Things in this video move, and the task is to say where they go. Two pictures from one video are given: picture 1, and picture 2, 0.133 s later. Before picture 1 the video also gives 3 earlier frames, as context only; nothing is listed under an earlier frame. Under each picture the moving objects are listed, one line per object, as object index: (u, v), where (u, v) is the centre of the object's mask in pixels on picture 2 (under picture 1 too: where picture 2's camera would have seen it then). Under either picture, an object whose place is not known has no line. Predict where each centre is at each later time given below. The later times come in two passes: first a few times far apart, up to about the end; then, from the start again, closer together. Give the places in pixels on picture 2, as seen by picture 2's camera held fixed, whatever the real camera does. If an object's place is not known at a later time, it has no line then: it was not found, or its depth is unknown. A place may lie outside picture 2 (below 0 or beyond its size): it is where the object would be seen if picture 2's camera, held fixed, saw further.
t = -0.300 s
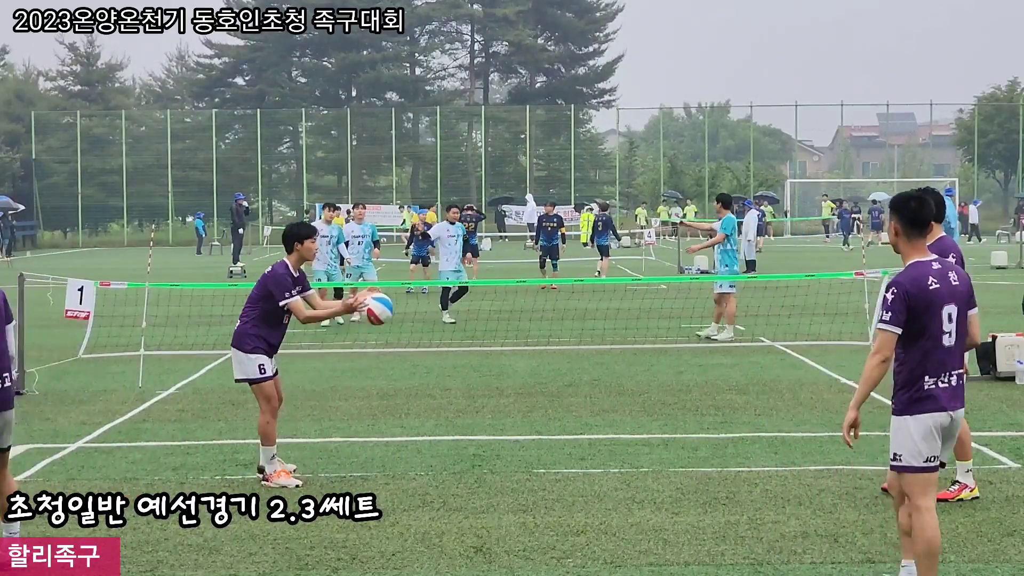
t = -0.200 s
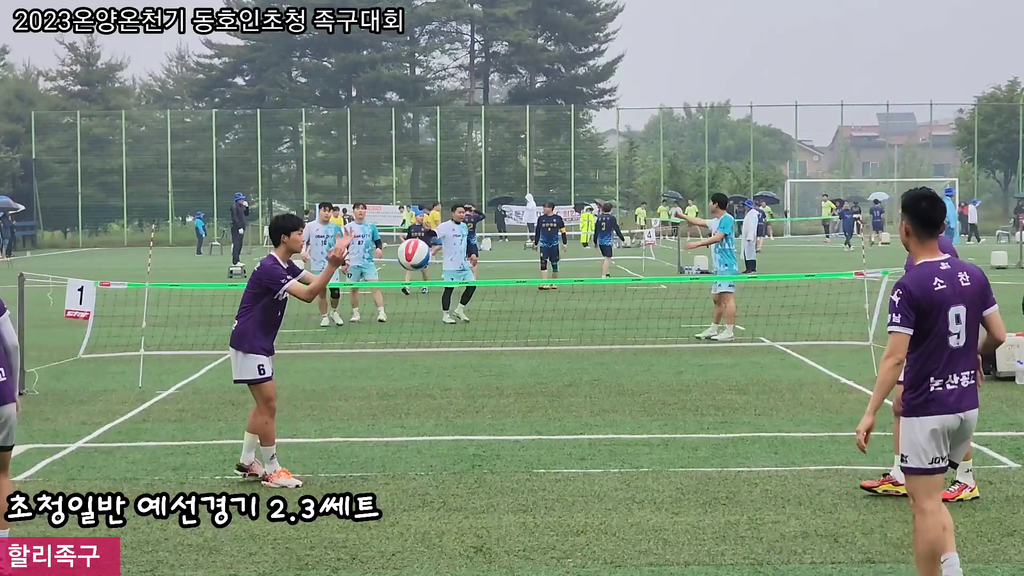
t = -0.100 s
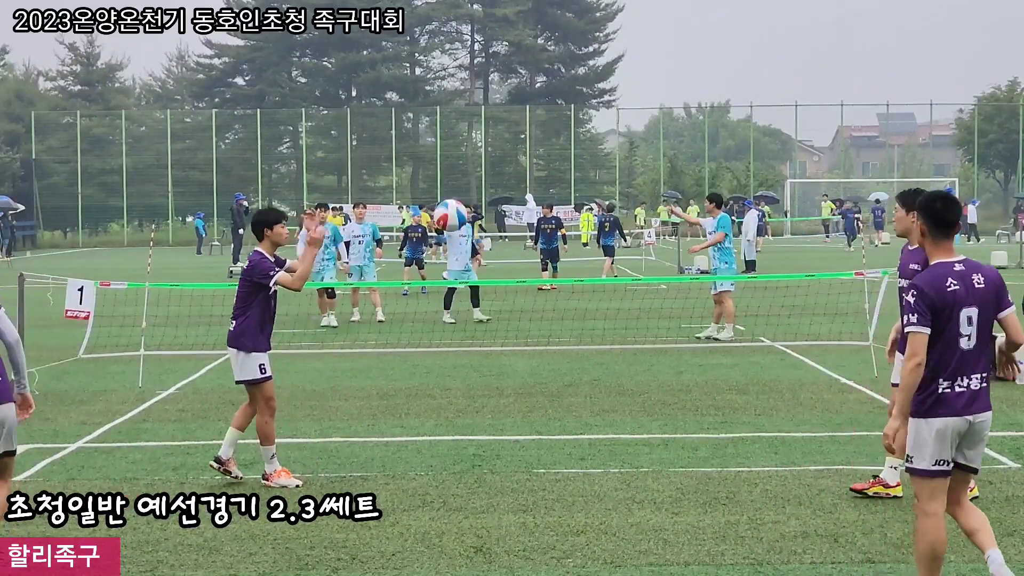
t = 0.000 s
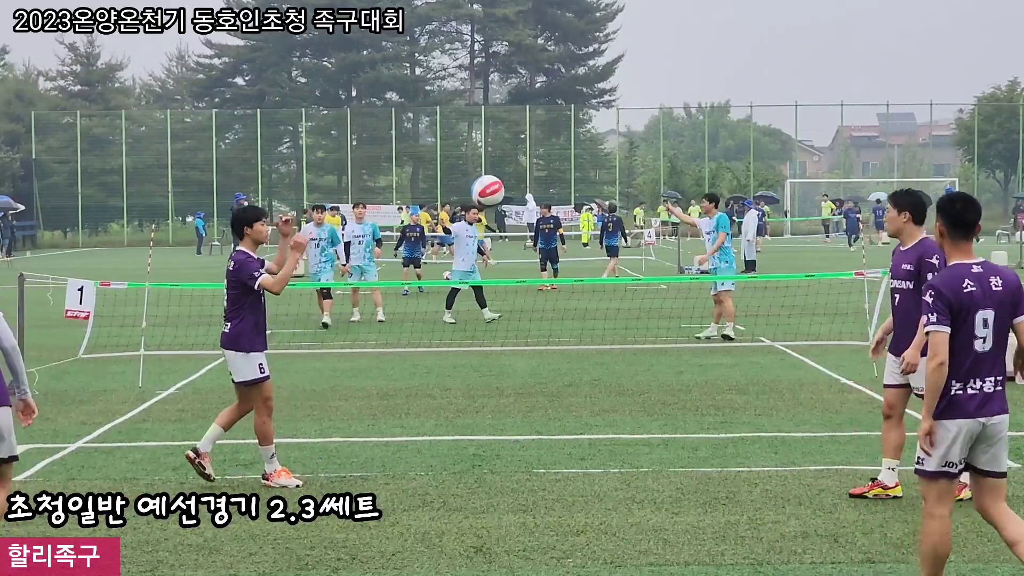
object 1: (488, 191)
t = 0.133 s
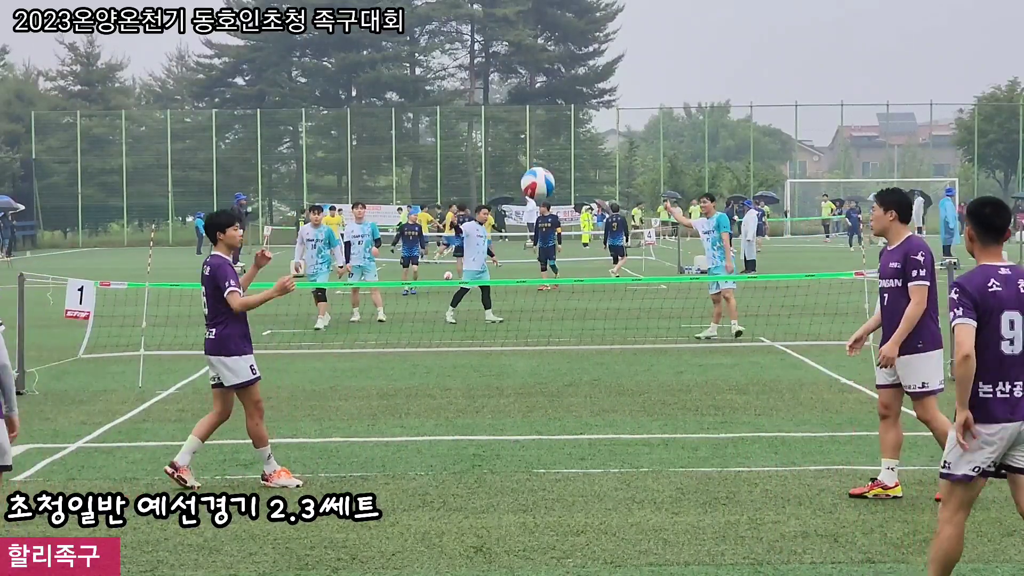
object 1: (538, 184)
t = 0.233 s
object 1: (576, 196)
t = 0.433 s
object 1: (654, 271)
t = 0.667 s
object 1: (747, 444)
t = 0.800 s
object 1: (766, 429)
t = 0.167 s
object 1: (550, 186)
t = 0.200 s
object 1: (563, 190)
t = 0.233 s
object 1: (576, 196)
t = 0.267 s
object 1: (589, 204)
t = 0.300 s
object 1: (602, 214)
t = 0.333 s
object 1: (614, 224)
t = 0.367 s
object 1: (627, 240)
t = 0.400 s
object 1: (640, 255)
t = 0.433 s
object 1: (654, 271)
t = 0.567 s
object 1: (707, 358)
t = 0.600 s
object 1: (720, 385)
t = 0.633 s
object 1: (734, 413)
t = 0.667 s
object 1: (747, 444)
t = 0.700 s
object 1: (760, 476)
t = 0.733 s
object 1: (764, 466)
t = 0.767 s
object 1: (765, 447)
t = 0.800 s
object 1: (766, 429)
